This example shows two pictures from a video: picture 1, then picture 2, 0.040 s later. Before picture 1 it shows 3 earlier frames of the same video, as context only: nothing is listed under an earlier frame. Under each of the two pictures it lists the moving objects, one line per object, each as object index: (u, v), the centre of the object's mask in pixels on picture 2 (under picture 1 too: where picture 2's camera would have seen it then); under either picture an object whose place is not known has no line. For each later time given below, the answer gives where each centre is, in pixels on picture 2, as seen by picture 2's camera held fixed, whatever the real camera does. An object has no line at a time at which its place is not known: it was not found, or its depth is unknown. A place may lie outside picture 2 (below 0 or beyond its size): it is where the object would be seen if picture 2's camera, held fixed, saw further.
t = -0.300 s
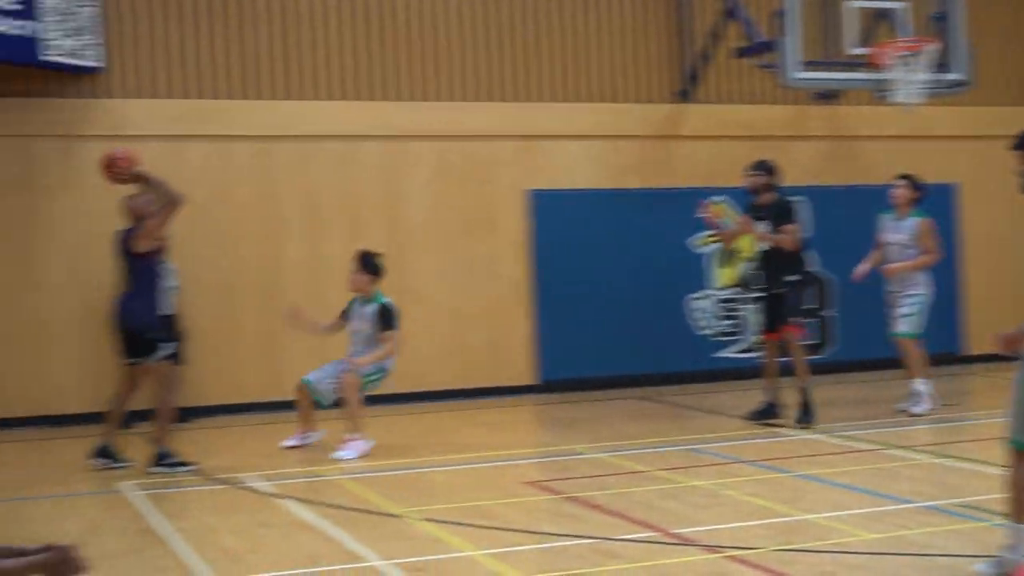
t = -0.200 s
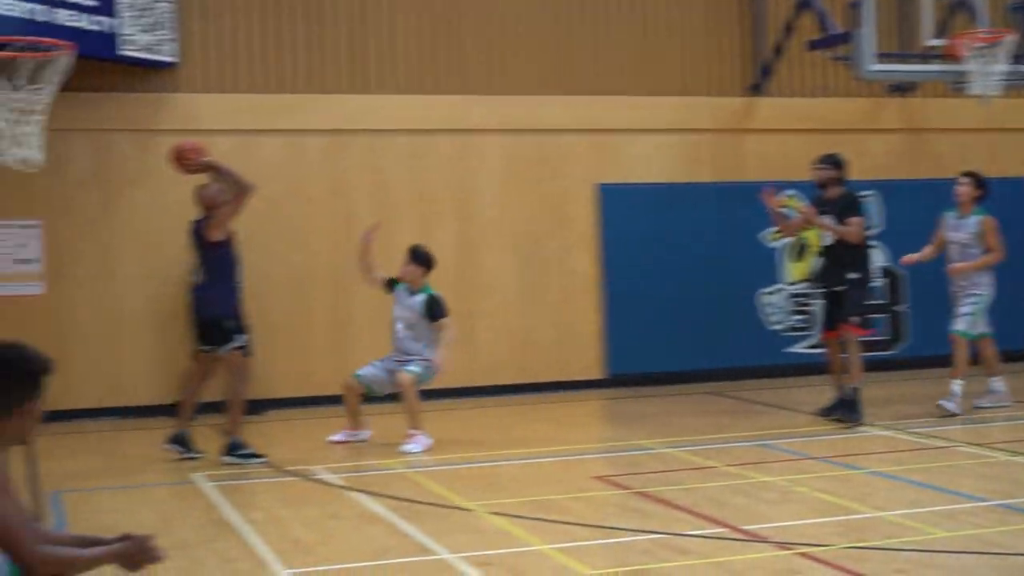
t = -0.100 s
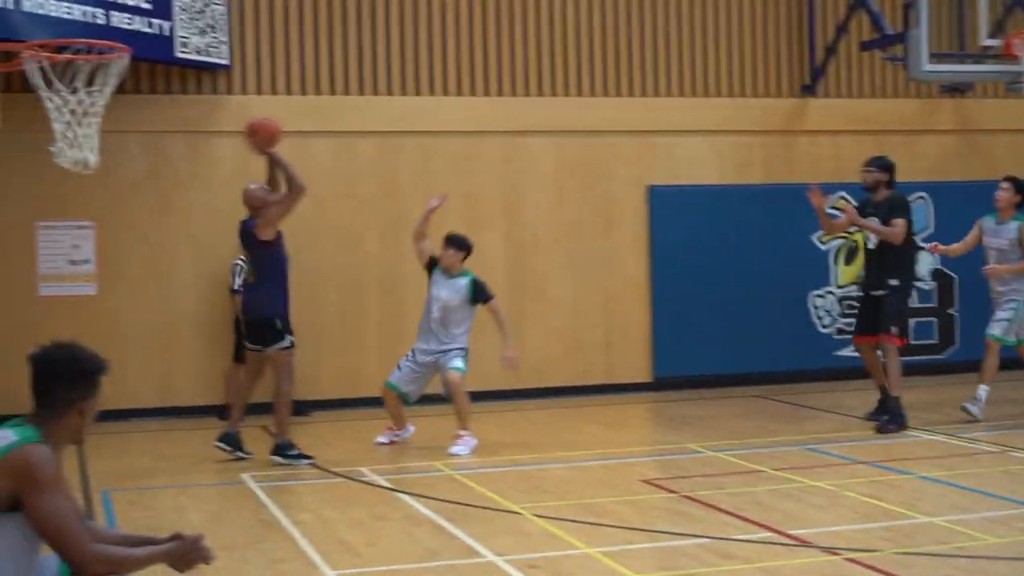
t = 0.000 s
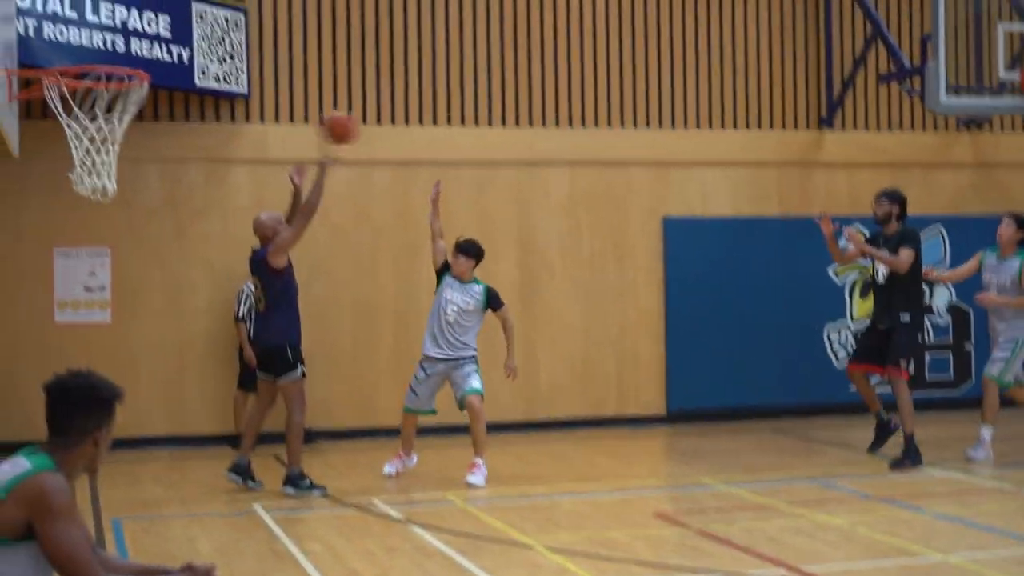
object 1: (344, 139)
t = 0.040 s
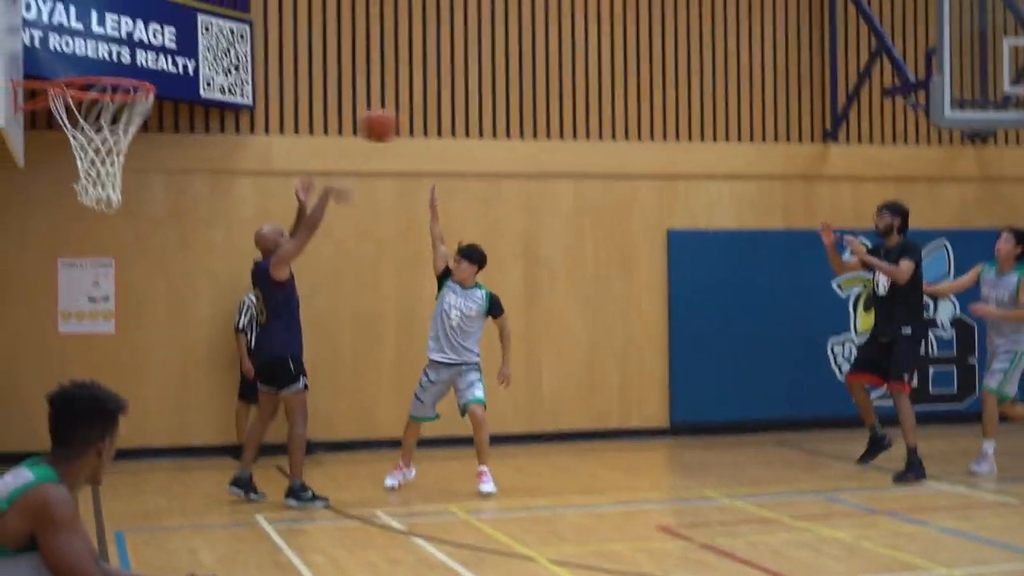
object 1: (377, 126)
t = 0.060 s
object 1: (397, 120)
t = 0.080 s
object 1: (415, 114)
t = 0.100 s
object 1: (433, 110)
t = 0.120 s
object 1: (450, 105)
